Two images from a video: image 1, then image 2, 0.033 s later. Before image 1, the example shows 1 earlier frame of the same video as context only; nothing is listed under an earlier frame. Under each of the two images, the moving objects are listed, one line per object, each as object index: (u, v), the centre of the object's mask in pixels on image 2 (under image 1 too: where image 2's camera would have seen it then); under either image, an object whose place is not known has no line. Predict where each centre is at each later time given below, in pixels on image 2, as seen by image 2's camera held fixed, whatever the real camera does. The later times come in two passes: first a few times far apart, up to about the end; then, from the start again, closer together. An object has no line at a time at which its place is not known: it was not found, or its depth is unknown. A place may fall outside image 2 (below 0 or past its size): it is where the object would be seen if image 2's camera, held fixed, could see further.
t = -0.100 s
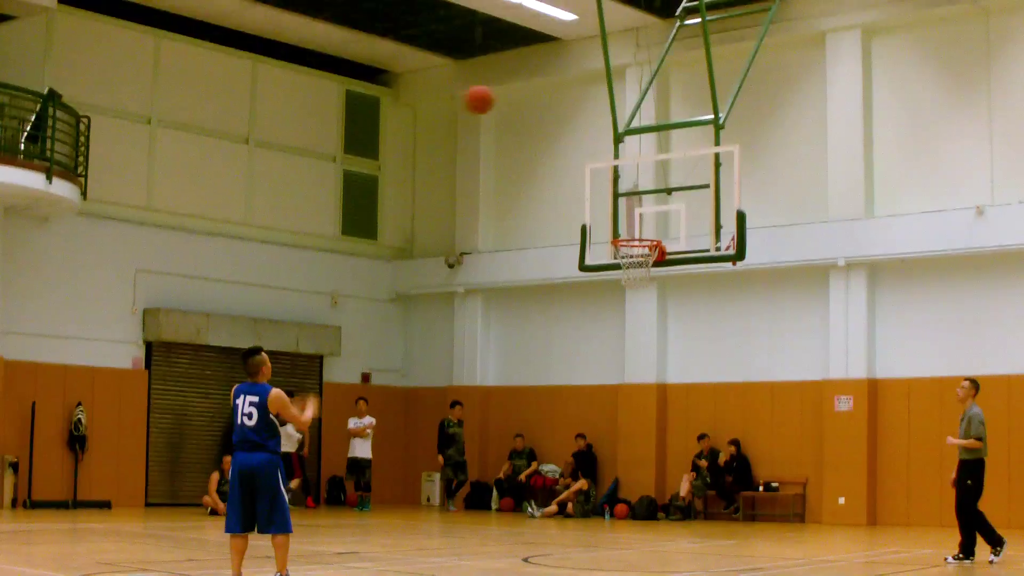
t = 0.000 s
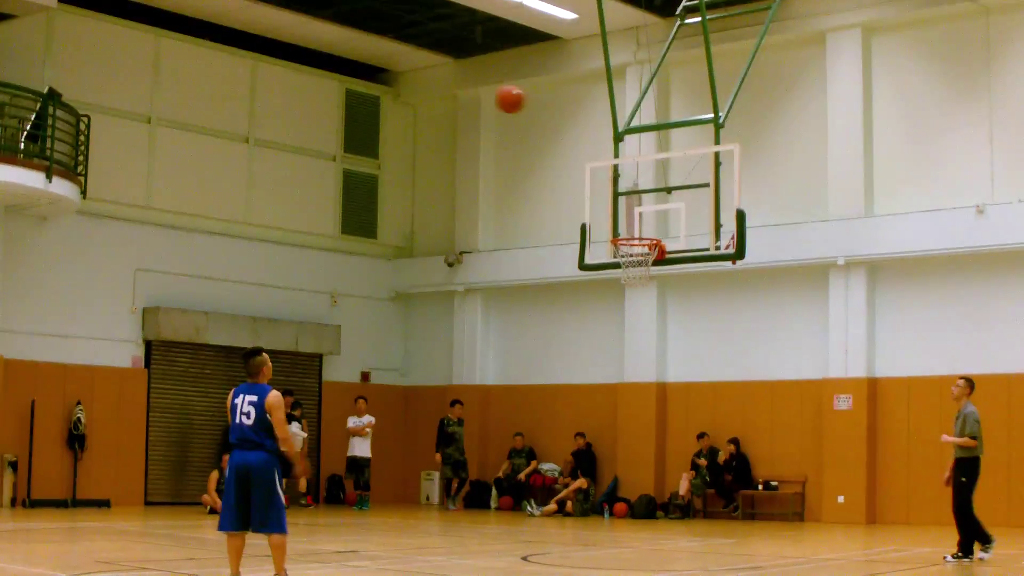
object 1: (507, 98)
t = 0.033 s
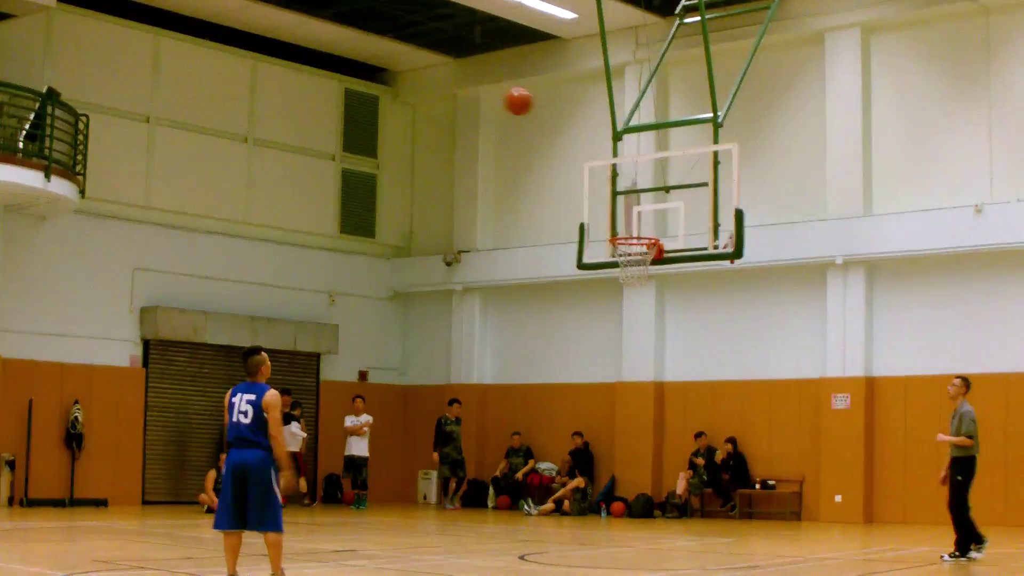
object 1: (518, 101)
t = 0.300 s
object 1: (589, 163)
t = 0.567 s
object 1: (644, 259)
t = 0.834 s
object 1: (629, 277)
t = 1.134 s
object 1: (636, 322)
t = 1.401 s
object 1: (641, 443)
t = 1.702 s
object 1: (651, 489)
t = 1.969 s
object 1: (663, 410)
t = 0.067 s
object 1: (528, 105)
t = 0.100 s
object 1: (540, 111)
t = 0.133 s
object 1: (550, 116)
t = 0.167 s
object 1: (558, 123)
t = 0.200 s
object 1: (565, 132)
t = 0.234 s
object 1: (572, 140)
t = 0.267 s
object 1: (580, 151)
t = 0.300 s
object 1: (589, 163)
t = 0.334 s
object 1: (598, 176)
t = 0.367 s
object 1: (605, 188)
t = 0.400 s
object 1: (614, 202)
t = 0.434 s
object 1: (623, 220)
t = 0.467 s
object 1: (629, 234)
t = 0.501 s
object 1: (637, 253)
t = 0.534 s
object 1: (644, 259)
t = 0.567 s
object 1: (644, 259)
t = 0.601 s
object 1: (643, 259)
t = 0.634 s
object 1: (641, 260)
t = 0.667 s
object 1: (638, 263)
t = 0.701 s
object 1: (635, 265)
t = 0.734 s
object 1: (633, 268)
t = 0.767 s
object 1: (631, 272)
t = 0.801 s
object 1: (629, 275)
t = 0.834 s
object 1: (629, 277)
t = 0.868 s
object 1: (629, 284)
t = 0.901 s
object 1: (629, 283)
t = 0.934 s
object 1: (630, 285)
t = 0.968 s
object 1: (631, 288)
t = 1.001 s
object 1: (633, 292)
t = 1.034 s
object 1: (633, 298)
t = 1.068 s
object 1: (634, 304)
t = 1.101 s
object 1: (634, 312)
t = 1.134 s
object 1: (636, 322)
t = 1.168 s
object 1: (636, 332)
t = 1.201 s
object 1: (637, 344)
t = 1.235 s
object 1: (638, 356)
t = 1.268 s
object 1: (638, 369)
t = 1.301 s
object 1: (639, 387)
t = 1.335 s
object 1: (640, 404)
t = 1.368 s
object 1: (641, 422)
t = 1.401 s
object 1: (641, 443)
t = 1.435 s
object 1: (642, 460)
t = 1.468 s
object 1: (643, 485)
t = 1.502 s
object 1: (643, 506)
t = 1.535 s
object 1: (643, 529)
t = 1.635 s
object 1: (646, 518)
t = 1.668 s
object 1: (649, 505)
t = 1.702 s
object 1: (651, 489)
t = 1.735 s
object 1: (653, 475)
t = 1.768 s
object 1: (654, 462)
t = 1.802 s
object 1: (657, 450)
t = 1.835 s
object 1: (657, 440)
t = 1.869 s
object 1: (659, 431)
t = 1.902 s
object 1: (660, 423)
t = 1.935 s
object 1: (661, 416)
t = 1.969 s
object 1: (663, 410)
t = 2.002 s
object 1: (665, 405)
